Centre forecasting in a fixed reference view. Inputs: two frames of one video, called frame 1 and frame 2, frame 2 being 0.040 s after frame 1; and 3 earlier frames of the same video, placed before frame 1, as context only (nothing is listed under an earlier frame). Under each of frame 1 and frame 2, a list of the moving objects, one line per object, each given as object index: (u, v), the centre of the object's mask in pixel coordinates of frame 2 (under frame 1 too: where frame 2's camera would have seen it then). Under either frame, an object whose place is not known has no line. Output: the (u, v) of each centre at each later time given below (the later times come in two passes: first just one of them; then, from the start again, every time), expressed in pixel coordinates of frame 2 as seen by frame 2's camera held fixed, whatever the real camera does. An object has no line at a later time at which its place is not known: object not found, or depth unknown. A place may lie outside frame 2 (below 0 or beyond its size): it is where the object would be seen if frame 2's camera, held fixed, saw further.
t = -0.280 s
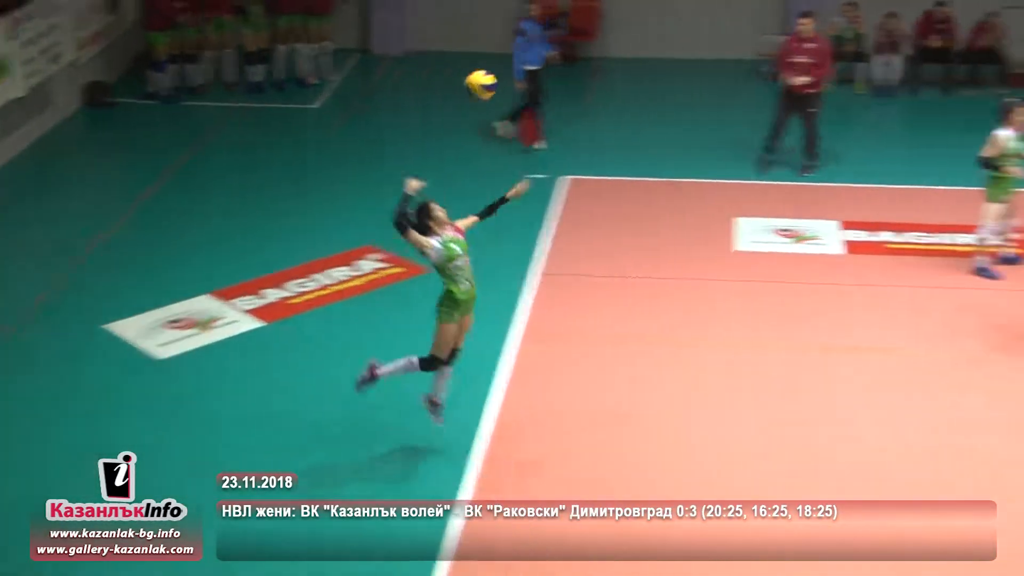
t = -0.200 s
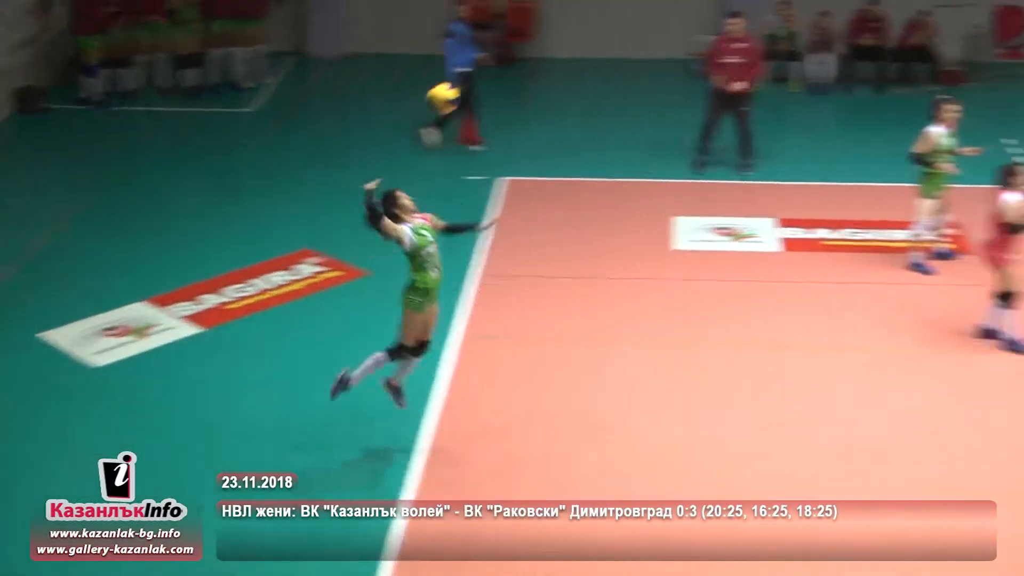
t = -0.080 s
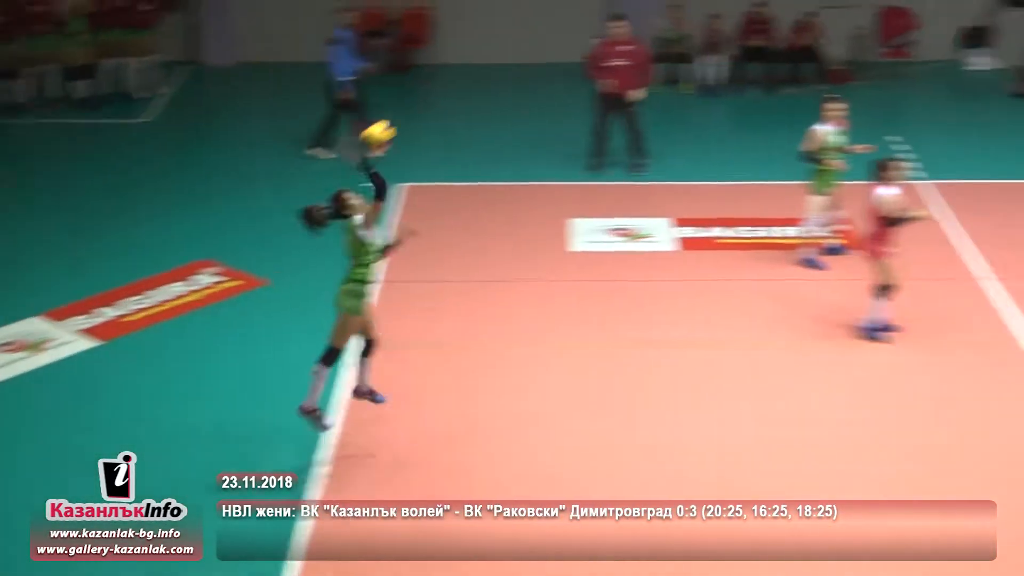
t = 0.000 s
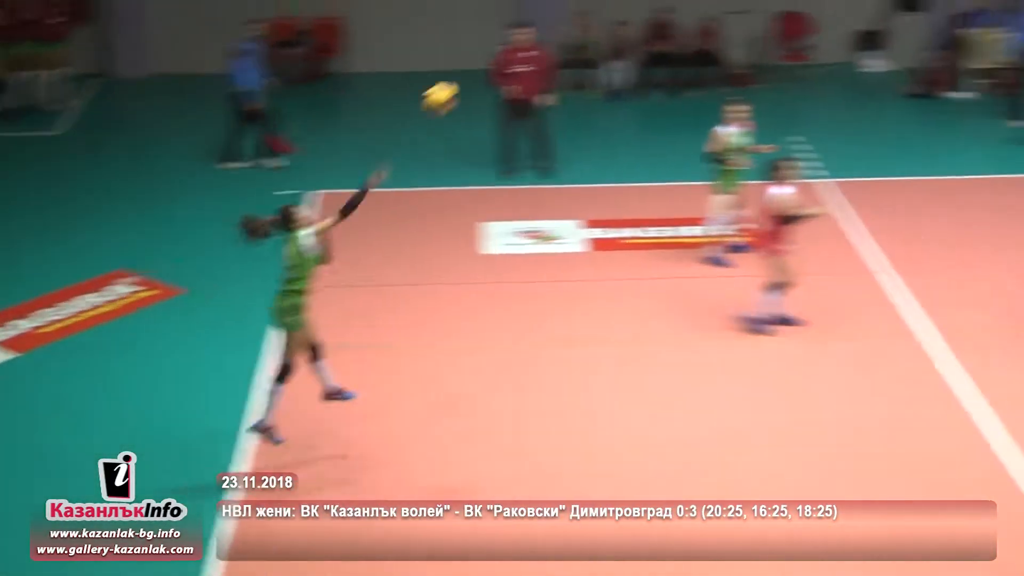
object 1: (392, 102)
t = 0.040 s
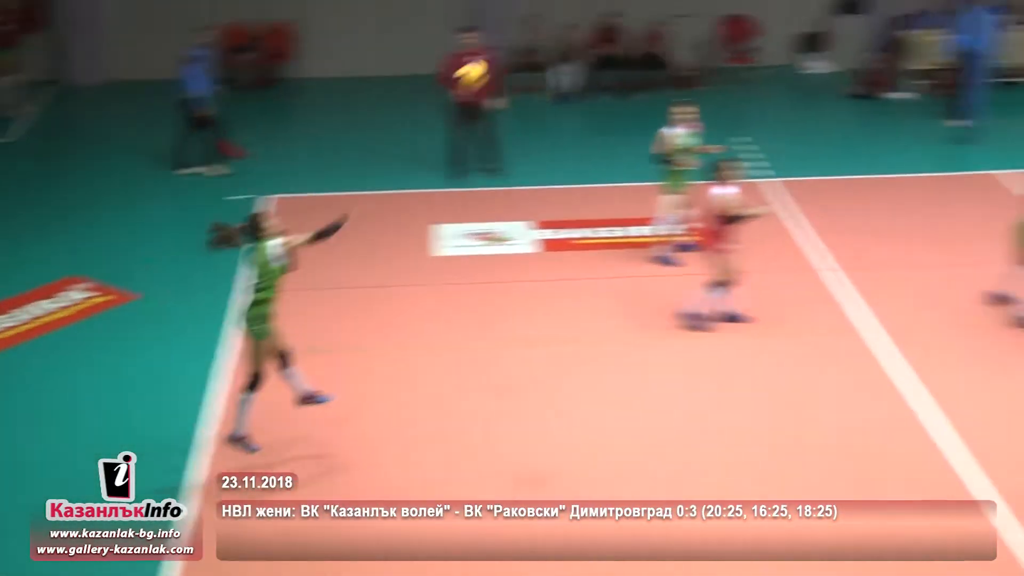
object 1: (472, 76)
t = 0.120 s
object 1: (626, 30)
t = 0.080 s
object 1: (550, 52)
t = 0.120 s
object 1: (626, 30)
